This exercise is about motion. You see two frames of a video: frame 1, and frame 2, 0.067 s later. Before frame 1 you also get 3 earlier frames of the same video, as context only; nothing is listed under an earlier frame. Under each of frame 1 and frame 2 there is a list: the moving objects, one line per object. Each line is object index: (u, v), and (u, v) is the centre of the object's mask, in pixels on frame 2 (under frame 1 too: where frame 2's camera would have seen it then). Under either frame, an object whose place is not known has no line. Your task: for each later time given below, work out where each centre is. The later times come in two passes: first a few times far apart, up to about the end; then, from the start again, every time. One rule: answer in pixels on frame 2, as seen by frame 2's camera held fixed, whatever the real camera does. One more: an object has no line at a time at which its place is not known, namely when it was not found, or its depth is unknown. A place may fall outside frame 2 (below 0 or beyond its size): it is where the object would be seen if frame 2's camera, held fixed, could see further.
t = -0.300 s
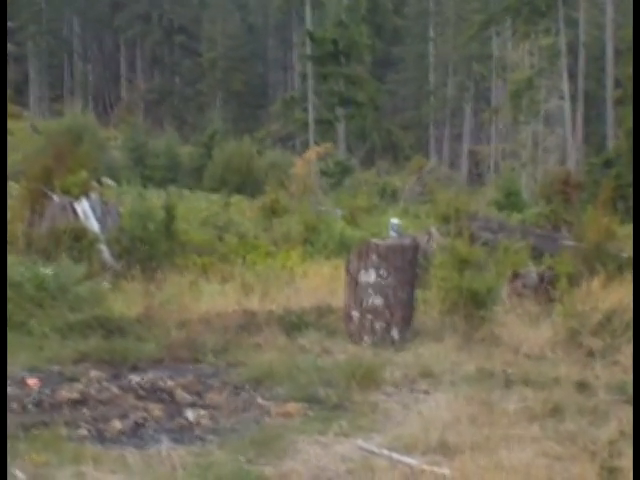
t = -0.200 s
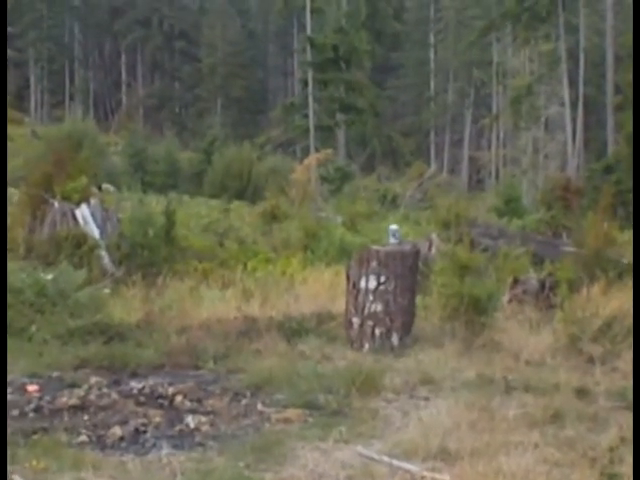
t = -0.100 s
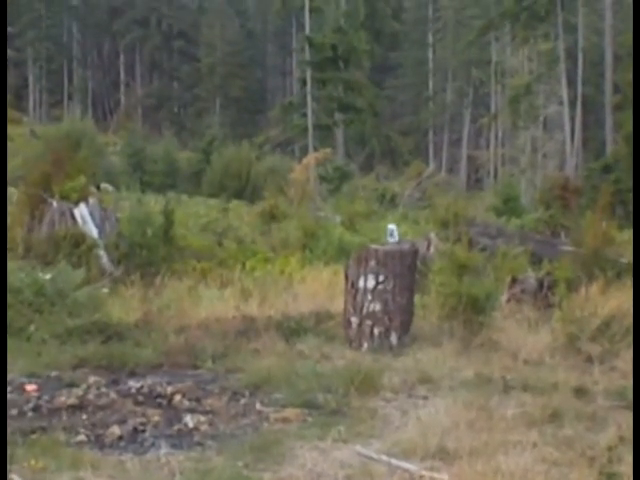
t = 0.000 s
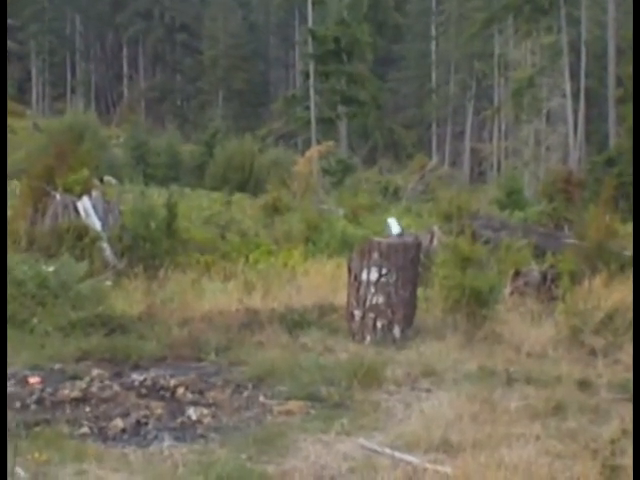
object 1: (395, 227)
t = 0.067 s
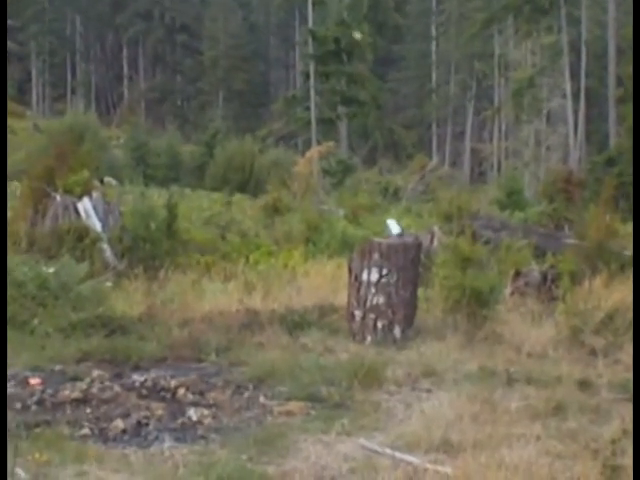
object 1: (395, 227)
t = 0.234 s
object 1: (391, 230)
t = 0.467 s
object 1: (385, 232)
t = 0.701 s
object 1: (361, 242)
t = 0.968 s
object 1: (328, 286)
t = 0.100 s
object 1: (394, 228)
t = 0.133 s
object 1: (394, 228)
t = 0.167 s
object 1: (393, 228)
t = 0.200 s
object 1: (392, 230)
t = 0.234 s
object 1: (391, 230)
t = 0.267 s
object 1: (391, 230)
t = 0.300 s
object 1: (391, 230)
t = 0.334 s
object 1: (391, 230)
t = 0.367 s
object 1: (390, 230)
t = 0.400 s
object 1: (389, 230)
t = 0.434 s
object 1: (388, 231)
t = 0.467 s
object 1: (385, 232)
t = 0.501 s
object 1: (383, 232)
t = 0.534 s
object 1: (380, 233)
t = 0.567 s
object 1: (378, 233)
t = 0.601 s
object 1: (371, 235)
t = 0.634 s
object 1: (367, 238)
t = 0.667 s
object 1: (365, 240)
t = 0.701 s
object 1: (361, 242)
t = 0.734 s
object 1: (358, 245)
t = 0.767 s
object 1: (355, 248)
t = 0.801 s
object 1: (345, 257)
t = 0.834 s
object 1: (341, 262)
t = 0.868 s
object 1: (337, 267)
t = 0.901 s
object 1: (331, 273)
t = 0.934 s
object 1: (332, 277)
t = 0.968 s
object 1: (328, 286)
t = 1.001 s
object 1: (320, 310)
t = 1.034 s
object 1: (317, 321)
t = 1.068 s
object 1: (310, 323)
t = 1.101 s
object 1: (320, 316)
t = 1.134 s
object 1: (317, 315)
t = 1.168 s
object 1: (318, 316)
